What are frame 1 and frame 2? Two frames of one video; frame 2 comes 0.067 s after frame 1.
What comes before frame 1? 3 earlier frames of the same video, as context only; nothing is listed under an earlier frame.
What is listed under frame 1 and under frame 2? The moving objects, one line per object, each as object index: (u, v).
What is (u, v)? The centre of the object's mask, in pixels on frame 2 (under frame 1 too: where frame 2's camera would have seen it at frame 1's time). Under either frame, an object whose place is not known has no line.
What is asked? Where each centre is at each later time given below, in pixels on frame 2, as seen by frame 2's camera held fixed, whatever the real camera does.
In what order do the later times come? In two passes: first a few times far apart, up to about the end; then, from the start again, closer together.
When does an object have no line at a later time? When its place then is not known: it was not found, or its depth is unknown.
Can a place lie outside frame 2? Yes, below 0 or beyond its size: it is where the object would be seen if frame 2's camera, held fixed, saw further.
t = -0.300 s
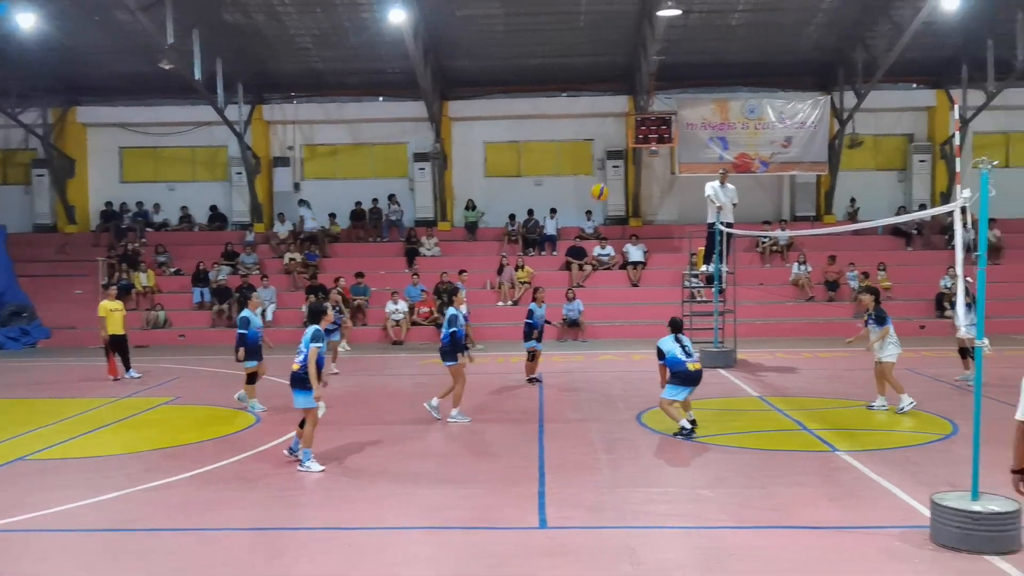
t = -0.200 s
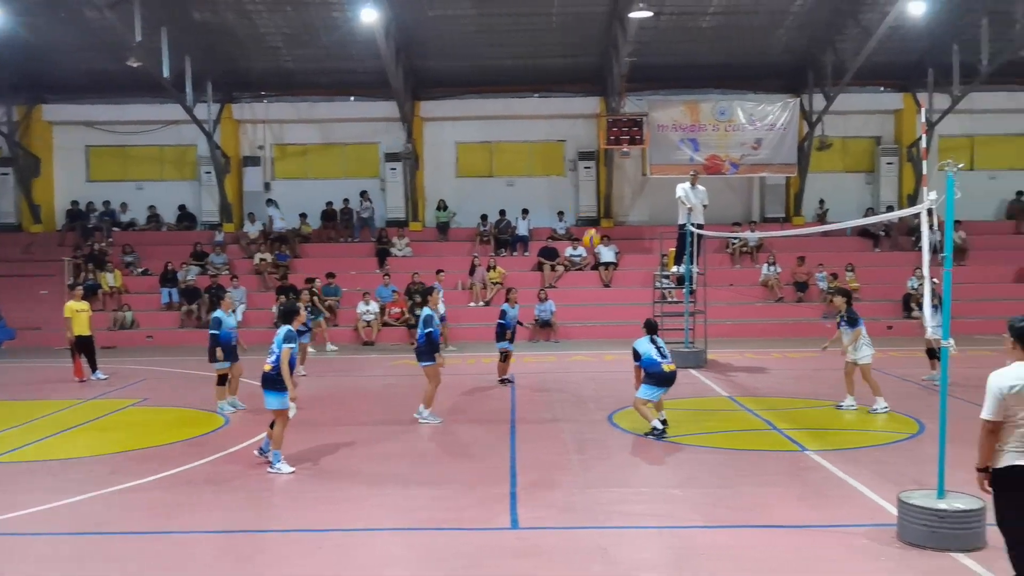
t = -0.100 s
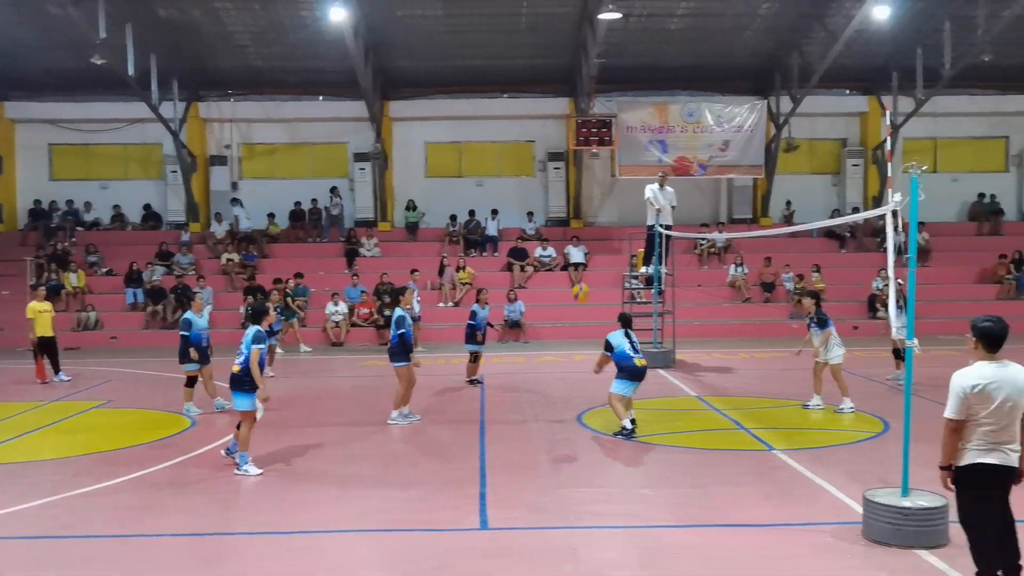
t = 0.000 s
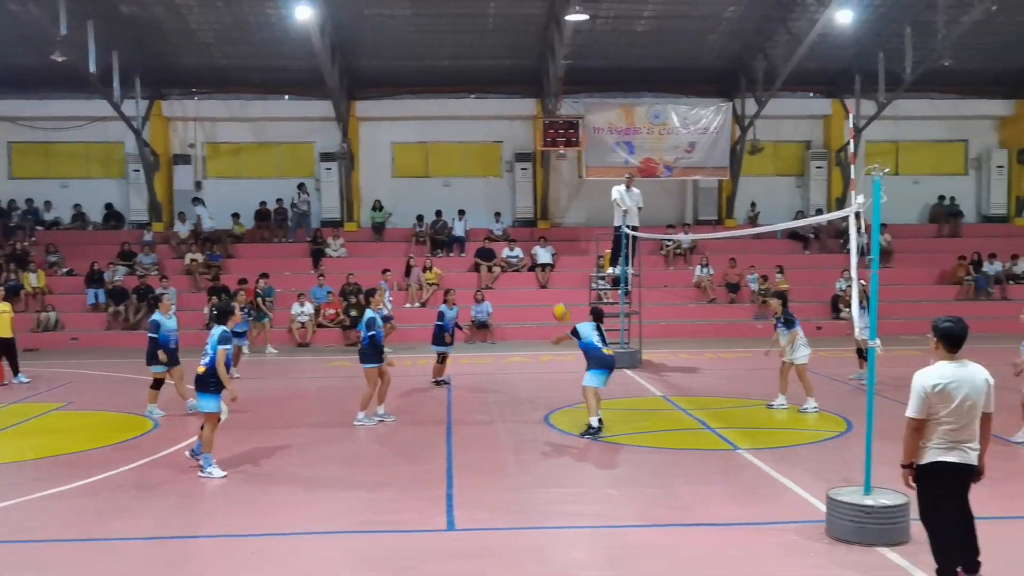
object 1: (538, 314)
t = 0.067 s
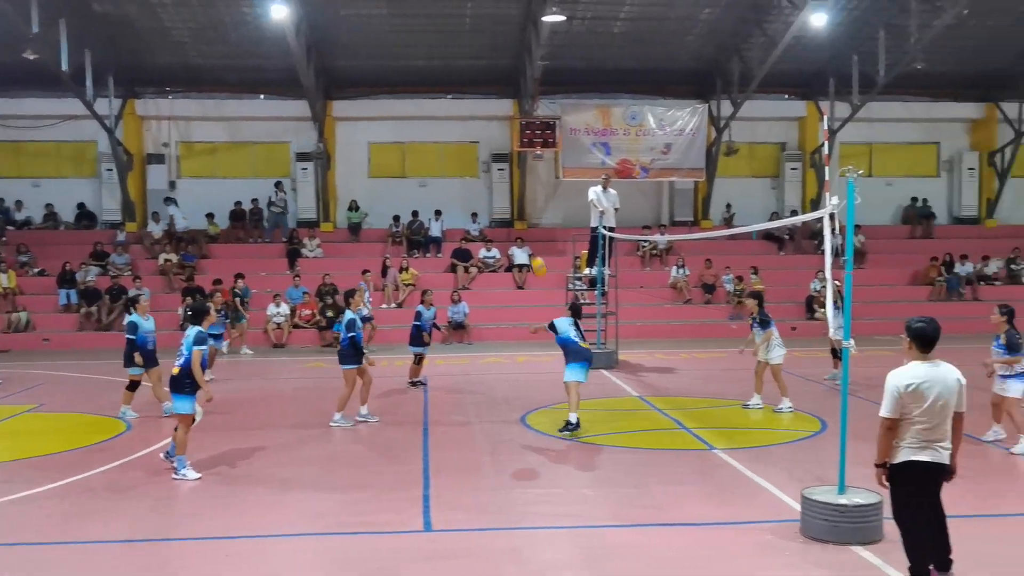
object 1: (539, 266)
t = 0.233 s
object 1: (539, 171)
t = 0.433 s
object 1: (540, 92)
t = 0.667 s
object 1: (542, 45)
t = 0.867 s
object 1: (543, 37)
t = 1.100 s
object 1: (544, 64)
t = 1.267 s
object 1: (544, 105)
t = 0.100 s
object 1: (539, 246)
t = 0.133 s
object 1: (539, 225)
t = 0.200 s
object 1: (539, 188)
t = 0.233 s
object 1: (539, 171)
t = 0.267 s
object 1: (539, 154)
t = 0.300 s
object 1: (539, 140)
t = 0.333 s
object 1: (539, 127)
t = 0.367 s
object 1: (539, 113)
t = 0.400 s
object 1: (539, 102)
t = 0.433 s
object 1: (540, 92)
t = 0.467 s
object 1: (540, 82)
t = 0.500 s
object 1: (541, 75)
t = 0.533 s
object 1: (541, 67)
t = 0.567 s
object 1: (541, 60)
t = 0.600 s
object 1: (541, 55)
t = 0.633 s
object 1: (541, 49)
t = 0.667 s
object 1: (542, 45)
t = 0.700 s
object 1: (542, 41)
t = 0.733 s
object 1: (542, 39)
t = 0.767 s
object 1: (542, 38)
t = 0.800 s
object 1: (542, 37)
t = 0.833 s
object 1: (542, 37)
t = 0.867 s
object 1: (543, 37)
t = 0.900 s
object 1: (543, 39)
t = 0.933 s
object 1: (543, 41)
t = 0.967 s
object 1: (544, 44)
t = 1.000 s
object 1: (543, 48)
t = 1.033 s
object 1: (544, 53)
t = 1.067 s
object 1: (544, 58)
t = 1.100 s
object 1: (544, 64)
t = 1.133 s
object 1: (544, 71)
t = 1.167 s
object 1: (544, 79)
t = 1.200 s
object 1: (544, 87)
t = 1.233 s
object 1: (544, 95)
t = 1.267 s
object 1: (544, 105)
